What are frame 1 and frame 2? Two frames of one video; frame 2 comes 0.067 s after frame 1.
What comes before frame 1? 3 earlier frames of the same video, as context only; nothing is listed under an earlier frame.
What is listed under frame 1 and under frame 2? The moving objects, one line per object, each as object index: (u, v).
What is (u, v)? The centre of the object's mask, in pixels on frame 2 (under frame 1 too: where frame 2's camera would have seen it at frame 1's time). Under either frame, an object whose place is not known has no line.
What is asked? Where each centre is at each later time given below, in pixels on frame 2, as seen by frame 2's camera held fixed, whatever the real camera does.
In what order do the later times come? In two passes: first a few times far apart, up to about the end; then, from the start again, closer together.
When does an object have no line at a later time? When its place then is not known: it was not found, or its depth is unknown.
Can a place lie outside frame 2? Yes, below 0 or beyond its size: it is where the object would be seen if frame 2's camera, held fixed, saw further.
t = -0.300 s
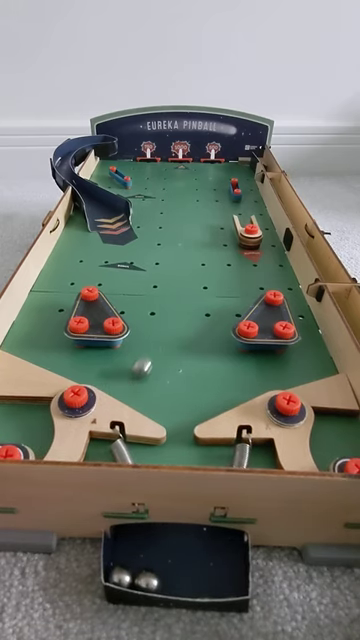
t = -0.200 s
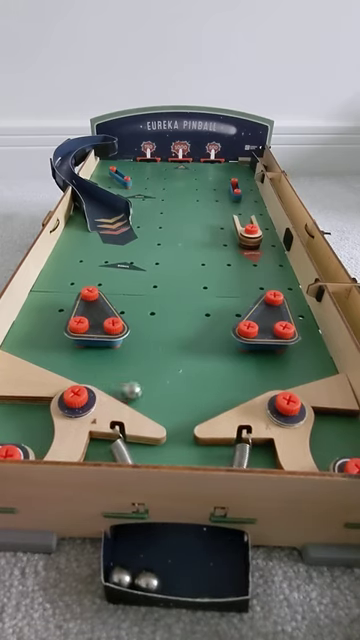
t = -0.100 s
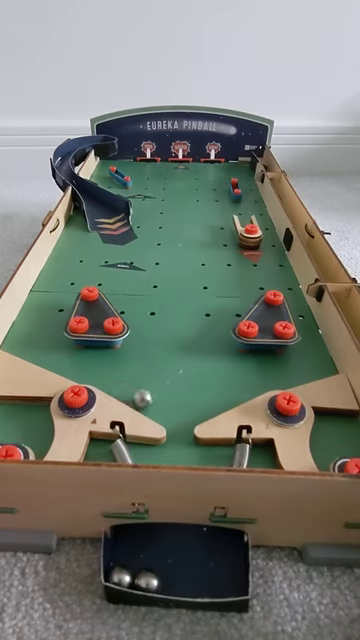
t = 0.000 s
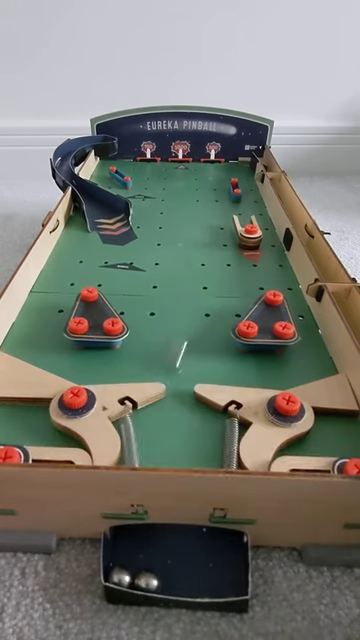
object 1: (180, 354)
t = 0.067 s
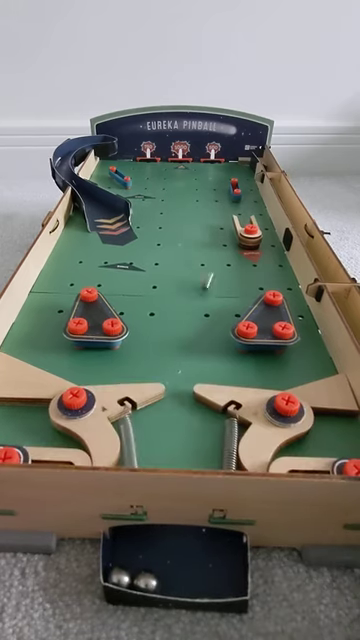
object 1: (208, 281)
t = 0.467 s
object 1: (200, 160)
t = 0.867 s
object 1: (147, 176)
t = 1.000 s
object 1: (127, 191)
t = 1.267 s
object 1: (174, 212)
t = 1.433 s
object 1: (218, 234)
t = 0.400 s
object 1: (205, 169)
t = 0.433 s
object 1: (203, 164)
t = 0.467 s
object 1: (200, 160)
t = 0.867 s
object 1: (147, 176)
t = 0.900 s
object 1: (142, 179)
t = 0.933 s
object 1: (137, 183)
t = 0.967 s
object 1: (133, 187)
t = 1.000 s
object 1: (127, 191)
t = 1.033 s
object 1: (123, 194)
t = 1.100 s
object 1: (133, 198)
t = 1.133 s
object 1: (142, 201)
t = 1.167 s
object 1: (150, 204)
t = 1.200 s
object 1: (158, 206)
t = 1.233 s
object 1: (166, 209)
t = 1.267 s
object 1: (174, 212)
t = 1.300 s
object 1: (182, 215)
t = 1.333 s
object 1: (191, 219)
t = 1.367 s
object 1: (200, 223)
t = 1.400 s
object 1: (209, 229)
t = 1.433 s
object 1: (218, 234)
